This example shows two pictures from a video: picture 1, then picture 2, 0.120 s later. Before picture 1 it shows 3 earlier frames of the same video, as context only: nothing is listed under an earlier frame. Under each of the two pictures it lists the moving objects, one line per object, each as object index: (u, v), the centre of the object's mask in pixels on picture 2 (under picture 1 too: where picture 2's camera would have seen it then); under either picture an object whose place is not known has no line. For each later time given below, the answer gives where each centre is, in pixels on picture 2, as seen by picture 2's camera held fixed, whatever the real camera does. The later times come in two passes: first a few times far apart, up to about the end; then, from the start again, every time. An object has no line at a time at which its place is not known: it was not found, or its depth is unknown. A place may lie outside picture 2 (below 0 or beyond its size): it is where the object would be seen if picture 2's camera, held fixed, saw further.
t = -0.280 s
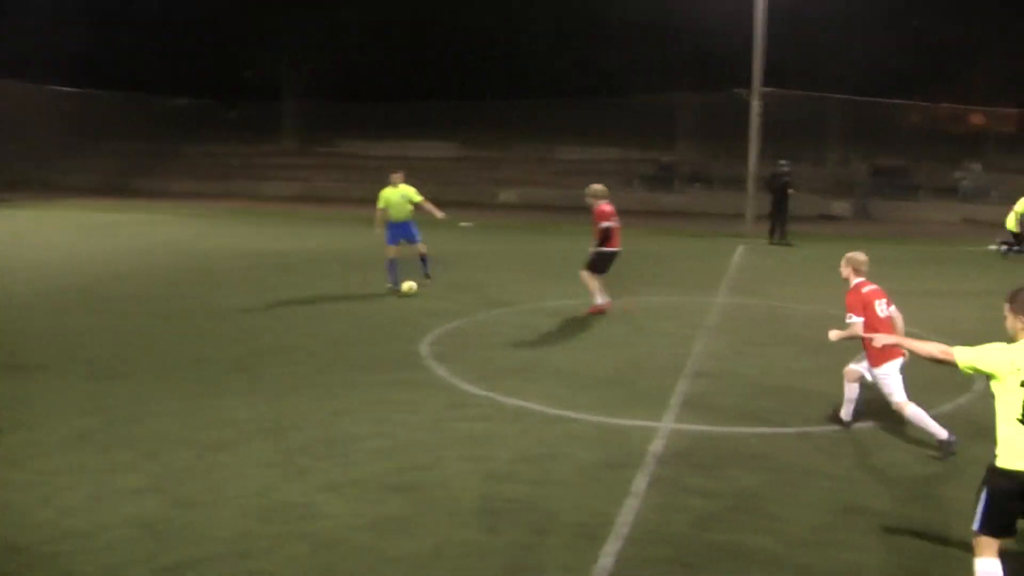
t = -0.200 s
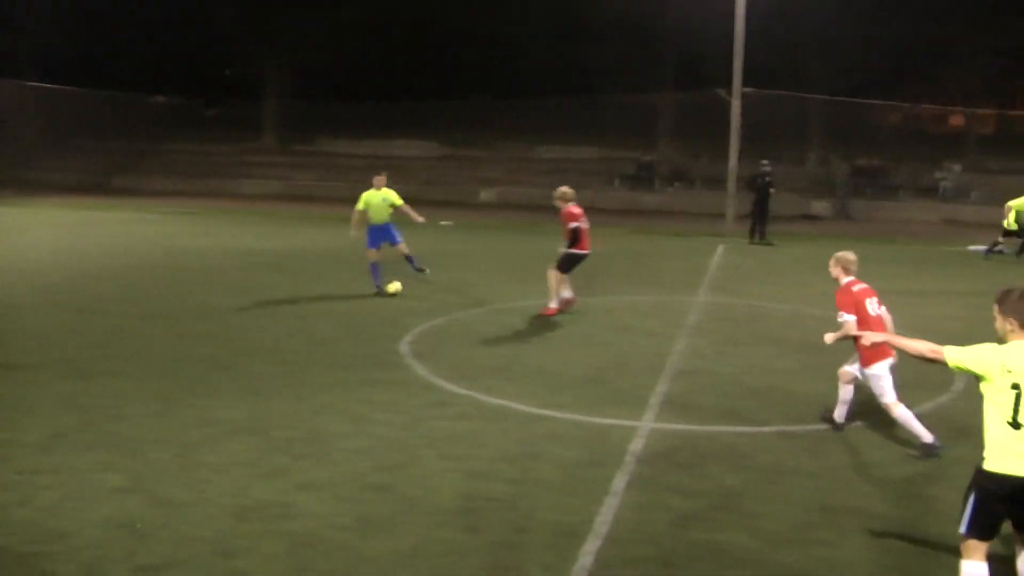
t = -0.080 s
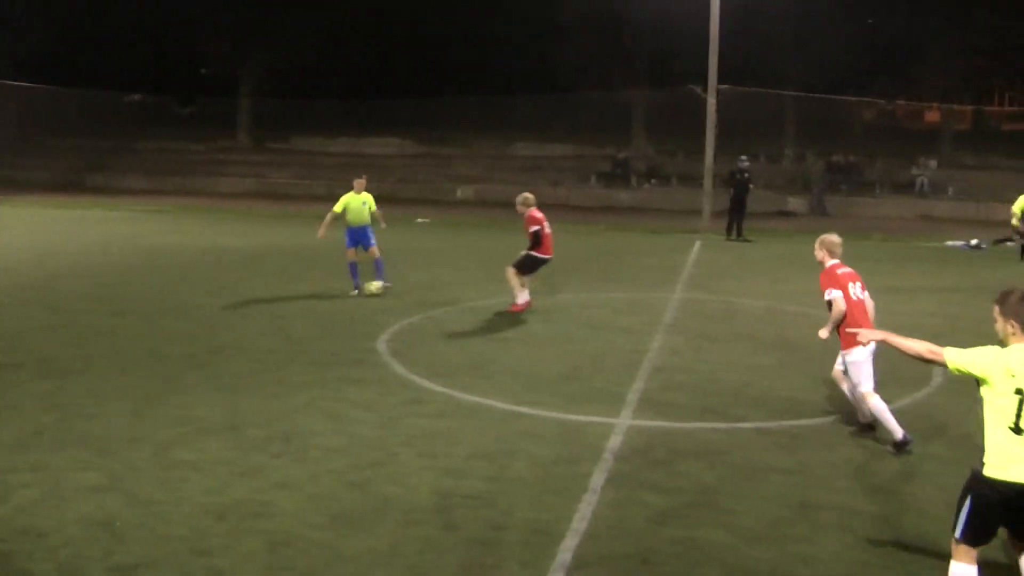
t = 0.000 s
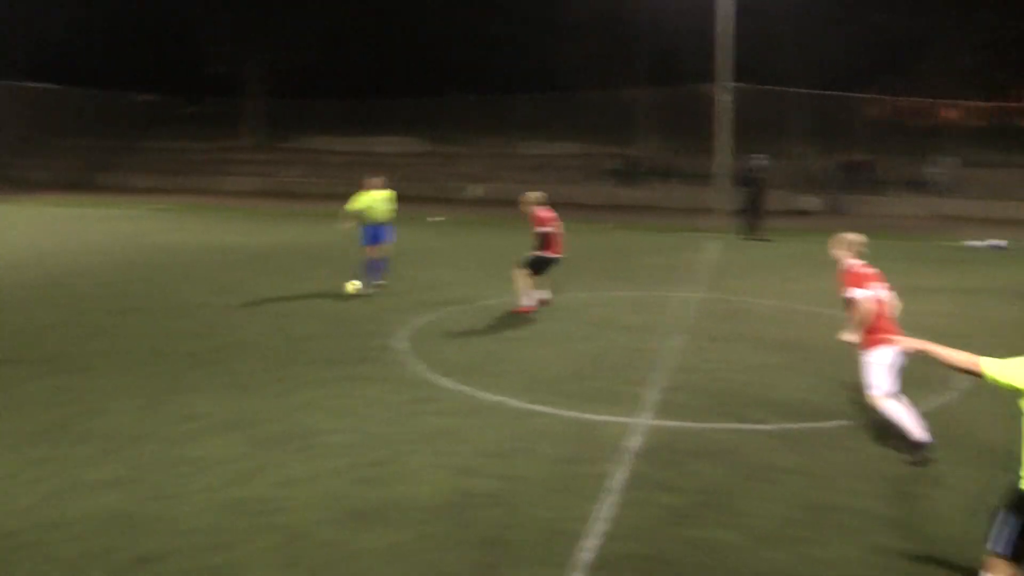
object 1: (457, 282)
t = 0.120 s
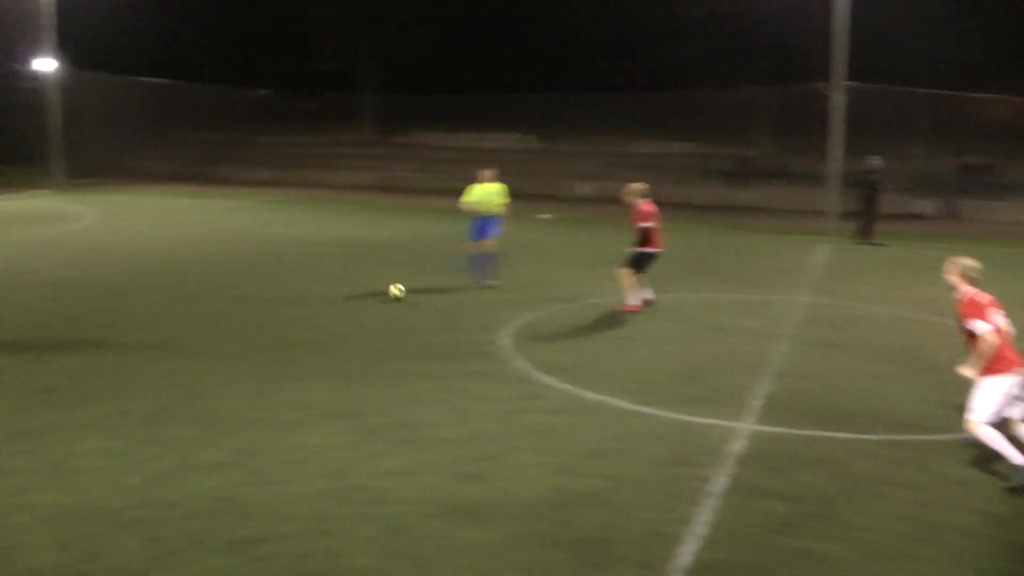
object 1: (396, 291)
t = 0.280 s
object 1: (321, 301)
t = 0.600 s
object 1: (166, 316)
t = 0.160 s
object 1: (378, 293)
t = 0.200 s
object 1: (359, 294)
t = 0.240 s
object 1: (341, 297)
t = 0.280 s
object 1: (321, 301)
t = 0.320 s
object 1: (302, 302)
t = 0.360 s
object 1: (284, 303)
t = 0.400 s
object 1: (265, 306)
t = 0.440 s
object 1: (245, 309)
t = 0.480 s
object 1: (226, 310)
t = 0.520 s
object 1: (206, 314)
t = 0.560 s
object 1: (187, 315)
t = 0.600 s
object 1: (166, 316)
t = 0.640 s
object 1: (145, 319)
